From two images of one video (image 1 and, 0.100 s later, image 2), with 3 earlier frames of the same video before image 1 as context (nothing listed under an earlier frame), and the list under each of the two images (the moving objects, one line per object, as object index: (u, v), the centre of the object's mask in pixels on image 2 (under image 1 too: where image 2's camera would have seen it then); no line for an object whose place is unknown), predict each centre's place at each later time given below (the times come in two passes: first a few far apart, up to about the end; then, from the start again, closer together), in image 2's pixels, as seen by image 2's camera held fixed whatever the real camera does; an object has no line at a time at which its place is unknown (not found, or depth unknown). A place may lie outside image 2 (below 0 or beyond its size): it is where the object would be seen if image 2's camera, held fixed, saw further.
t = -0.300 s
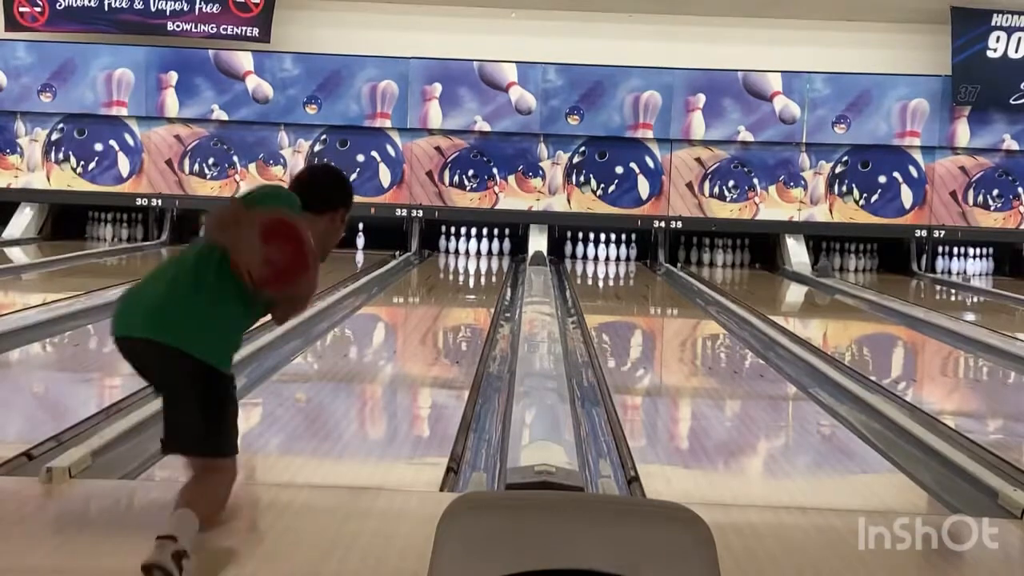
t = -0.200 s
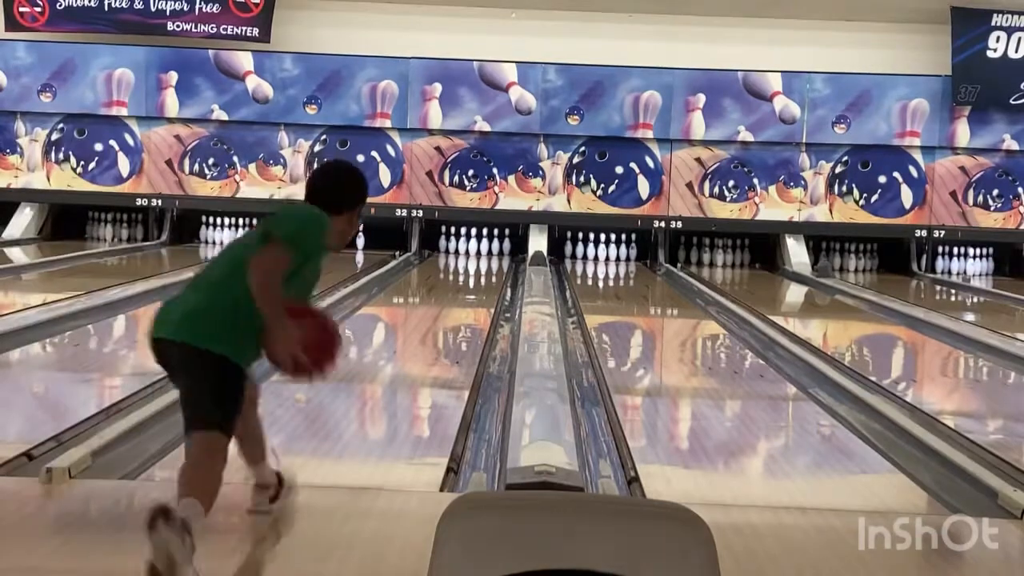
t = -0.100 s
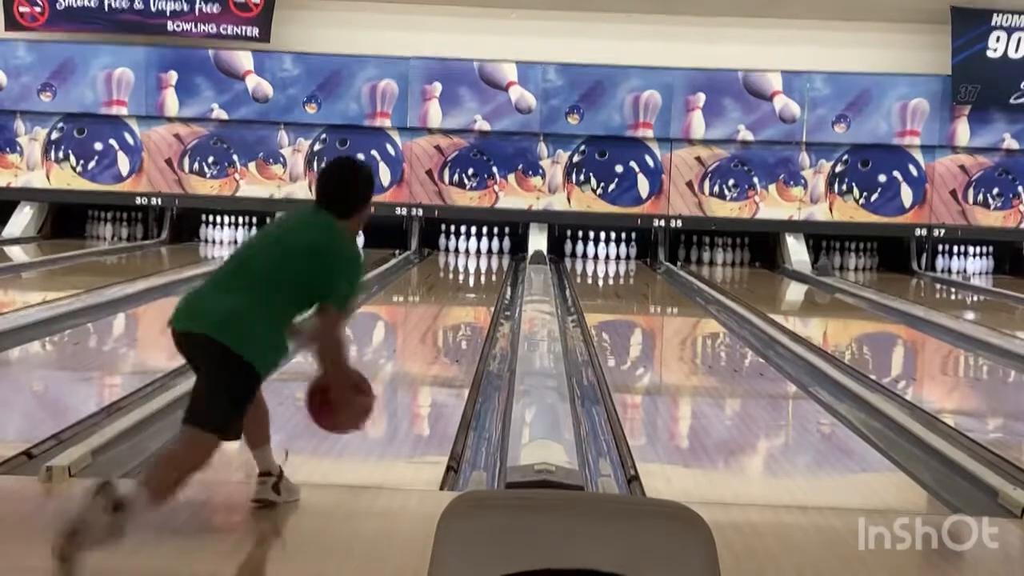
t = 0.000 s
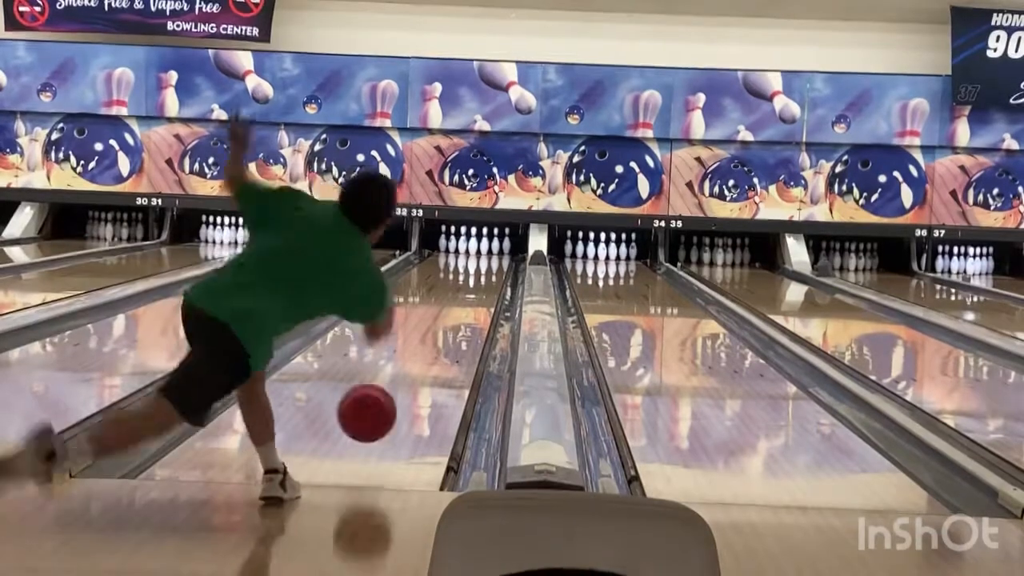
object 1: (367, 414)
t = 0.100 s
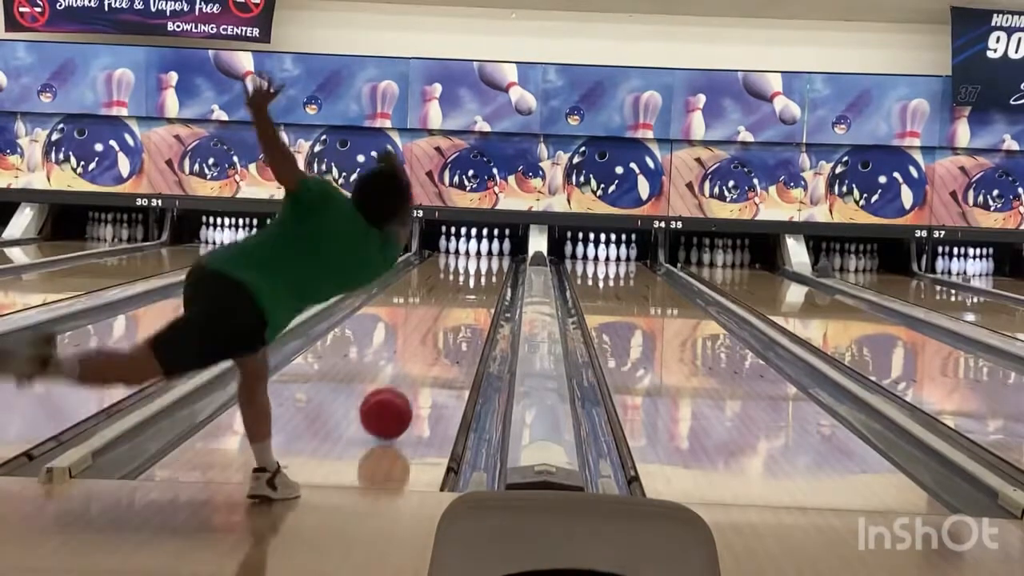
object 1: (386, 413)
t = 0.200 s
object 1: (402, 394)
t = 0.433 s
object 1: (428, 354)
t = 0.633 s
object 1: (444, 330)
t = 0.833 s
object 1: (455, 312)
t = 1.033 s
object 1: (463, 297)
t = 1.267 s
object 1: (470, 284)
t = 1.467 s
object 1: (475, 276)
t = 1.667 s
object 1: (478, 268)
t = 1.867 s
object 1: (479, 261)
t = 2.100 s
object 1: (480, 255)
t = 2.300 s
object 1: (478, 250)
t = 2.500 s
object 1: (480, 248)
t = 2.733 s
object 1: (489, 247)
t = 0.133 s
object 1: (391, 403)
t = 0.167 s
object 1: (397, 399)
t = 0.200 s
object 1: (402, 394)
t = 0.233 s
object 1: (406, 386)
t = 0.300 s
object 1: (414, 374)
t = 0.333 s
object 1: (418, 369)
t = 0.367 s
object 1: (421, 364)
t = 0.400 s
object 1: (425, 359)
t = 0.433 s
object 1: (428, 354)
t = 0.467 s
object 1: (431, 349)
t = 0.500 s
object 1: (434, 345)
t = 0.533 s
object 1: (436, 341)
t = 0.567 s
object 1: (439, 337)
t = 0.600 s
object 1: (441, 333)
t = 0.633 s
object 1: (444, 330)
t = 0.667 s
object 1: (446, 326)
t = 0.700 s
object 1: (448, 323)
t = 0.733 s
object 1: (450, 321)
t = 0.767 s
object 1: (451, 318)
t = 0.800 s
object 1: (453, 315)
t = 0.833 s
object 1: (455, 312)
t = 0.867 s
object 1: (456, 309)
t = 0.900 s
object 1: (458, 307)
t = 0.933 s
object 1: (460, 303)
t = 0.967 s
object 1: (460, 302)
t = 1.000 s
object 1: (462, 300)
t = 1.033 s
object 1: (463, 297)
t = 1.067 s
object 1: (464, 295)
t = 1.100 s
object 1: (465, 294)
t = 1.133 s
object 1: (472, 290)
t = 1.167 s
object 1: (466, 289)
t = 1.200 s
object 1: (468, 287)
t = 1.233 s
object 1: (469, 286)
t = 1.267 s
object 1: (470, 284)
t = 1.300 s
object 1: (471, 283)
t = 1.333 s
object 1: (472, 282)
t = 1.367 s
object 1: (473, 280)
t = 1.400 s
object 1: (474, 279)
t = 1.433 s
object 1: (474, 277)
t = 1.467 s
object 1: (475, 276)
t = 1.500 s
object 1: (476, 275)
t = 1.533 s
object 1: (475, 274)
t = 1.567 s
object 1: (476, 272)
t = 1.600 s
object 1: (476, 271)
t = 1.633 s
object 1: (477, 270)
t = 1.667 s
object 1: (478, 268)
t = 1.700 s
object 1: (478, 267)
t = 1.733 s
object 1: (479, 266)
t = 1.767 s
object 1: (479, 265)
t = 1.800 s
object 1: (479, 263)
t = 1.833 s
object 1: (479, 263)
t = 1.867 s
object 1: (479, 261)
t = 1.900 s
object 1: (480, 261)
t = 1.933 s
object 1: (479, 260)
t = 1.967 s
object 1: (480, 259)
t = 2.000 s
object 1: (480, 258)
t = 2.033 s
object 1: (480, 257)
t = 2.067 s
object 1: (480, 256)
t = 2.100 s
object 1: (480, 255)
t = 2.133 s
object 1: (480, 254)
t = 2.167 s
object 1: (480, 253)
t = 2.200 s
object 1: (480, 252)
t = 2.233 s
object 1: (479, 252)
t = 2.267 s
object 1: (479, 251)
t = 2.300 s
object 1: (478, 250)
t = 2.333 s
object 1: (478, 250)
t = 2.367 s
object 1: (477, 249)
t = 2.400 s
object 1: (479, 248)
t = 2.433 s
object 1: (481, 248)
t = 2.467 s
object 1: (479, 248)
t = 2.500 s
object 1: (480, 248)
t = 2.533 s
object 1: (481, 247)
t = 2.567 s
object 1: (485, 246)
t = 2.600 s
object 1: (487, 246)
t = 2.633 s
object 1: (489, 246)
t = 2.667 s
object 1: (488, 246)
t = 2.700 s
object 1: (489, 247)
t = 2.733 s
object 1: (489, 247)
